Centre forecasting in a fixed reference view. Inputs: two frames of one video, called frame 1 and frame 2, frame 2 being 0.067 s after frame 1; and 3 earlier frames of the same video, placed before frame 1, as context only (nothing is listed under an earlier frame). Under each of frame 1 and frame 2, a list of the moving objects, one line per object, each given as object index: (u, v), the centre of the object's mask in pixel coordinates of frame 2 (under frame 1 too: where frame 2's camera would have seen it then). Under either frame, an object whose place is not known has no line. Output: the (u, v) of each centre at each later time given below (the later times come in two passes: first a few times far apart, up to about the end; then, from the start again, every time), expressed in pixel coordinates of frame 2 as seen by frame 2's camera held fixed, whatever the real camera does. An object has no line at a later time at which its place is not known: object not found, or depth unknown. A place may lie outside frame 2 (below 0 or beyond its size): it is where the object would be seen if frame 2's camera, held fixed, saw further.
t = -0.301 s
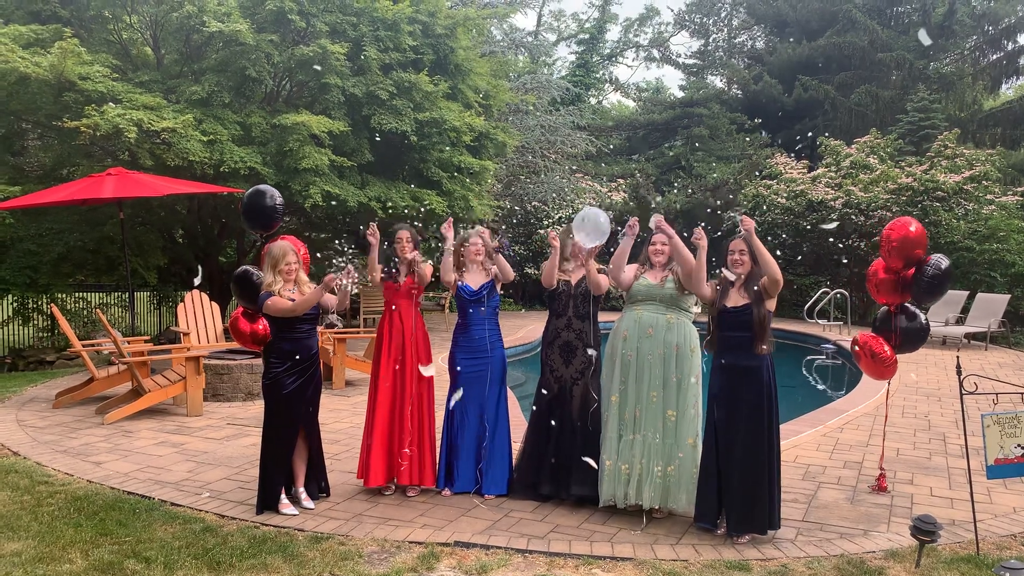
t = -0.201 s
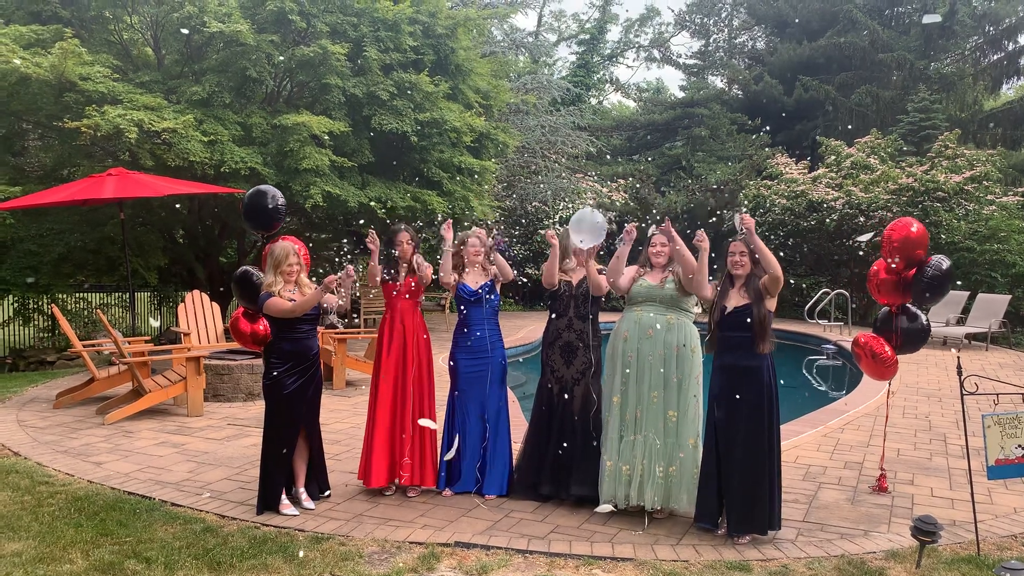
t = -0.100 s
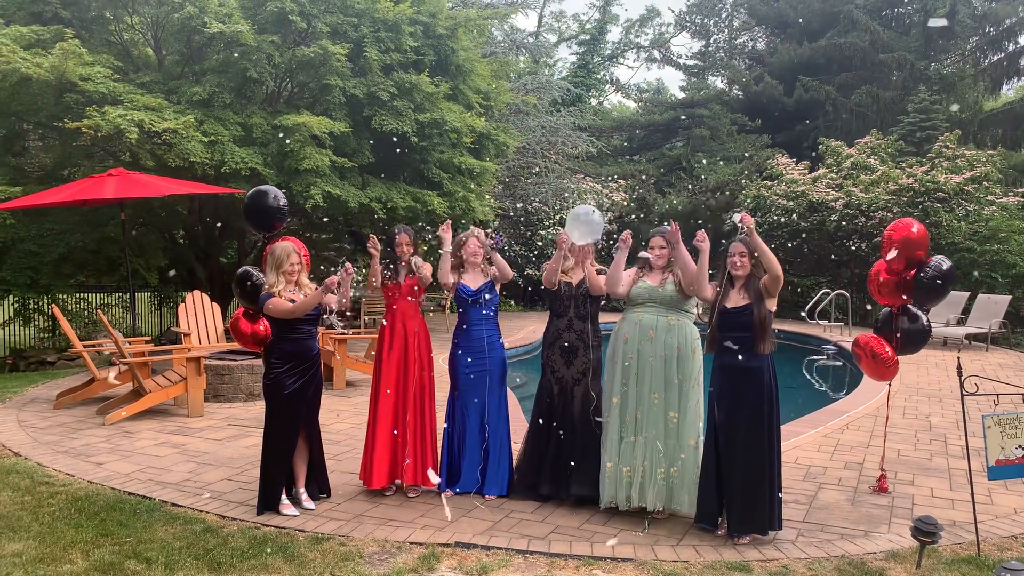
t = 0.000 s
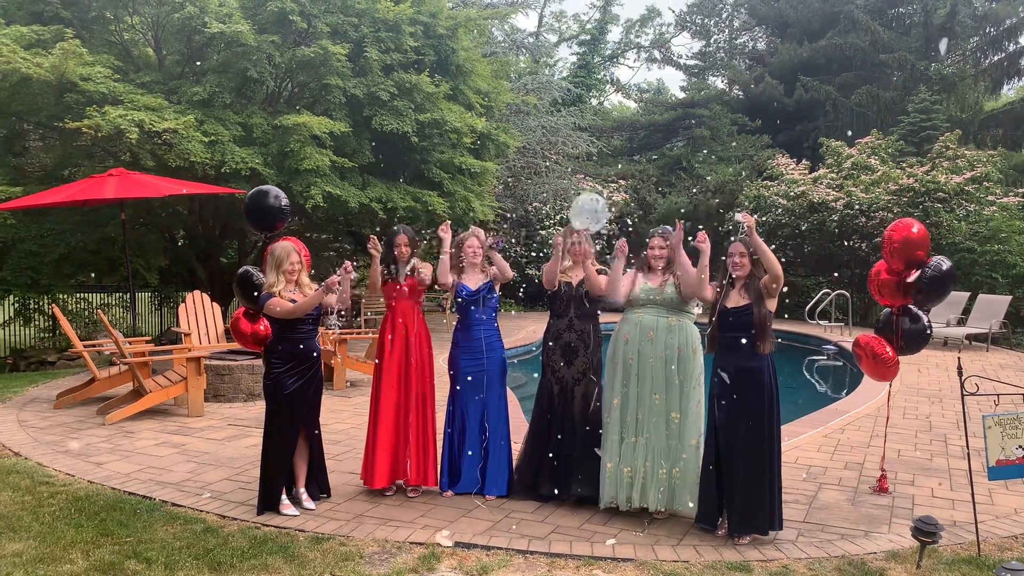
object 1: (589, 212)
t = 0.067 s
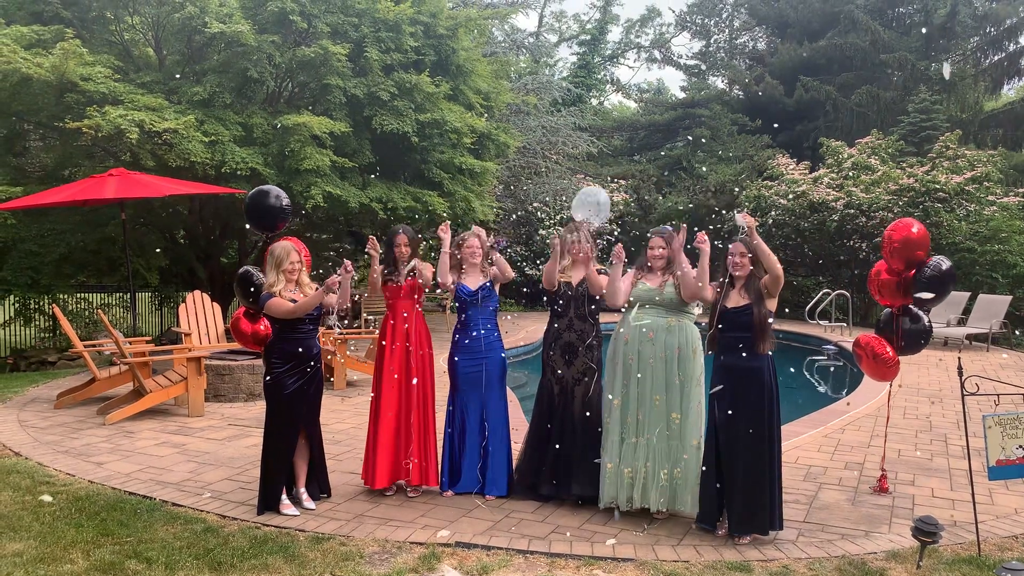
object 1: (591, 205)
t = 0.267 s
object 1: (594, 189)
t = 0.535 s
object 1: (595, 174)
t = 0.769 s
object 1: (600, 164)
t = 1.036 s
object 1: (601, 160)
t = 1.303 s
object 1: (598, 161)
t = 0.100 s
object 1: (592, 202)
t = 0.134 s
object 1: (592, 199)
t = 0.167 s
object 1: (593, 196)
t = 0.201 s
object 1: (594, 193)
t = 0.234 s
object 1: (593, 192)
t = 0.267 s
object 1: (594, 189)
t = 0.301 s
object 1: (594, 186)
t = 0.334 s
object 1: (593, 183)
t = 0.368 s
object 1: (594, 182)
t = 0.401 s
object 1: (594, 180)
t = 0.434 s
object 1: (594, 178)
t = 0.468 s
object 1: (594, 177)
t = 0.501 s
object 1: (594, 176)
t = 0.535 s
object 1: (595, 174)
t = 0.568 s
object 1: (596, 172)
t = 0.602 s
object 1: (596, 171)
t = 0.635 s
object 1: (597, 170)
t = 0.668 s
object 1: (598, 169)
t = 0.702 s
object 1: (599, 166)
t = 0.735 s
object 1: (599, 165)
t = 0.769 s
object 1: (600, 164)
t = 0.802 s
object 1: (601, 163)
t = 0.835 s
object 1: (602, 162)
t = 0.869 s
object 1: (602, 161)
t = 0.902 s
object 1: (602, 161)
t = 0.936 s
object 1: (602, 161)
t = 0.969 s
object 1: (602, 160)
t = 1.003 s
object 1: (602, 160)
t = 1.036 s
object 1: (601, 160)
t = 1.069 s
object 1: (601, 160)
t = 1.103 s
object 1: (600, 159)
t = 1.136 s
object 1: (600, 159)
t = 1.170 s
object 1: (600, 159)
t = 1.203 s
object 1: (599, 160)
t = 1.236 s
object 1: (598, 160)
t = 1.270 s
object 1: (598, 161)
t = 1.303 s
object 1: (598, 161)
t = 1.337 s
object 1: (597, 163)
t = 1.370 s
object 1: (597, 164)
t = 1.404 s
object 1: (597, 166)
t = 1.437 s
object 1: (597, 169)
